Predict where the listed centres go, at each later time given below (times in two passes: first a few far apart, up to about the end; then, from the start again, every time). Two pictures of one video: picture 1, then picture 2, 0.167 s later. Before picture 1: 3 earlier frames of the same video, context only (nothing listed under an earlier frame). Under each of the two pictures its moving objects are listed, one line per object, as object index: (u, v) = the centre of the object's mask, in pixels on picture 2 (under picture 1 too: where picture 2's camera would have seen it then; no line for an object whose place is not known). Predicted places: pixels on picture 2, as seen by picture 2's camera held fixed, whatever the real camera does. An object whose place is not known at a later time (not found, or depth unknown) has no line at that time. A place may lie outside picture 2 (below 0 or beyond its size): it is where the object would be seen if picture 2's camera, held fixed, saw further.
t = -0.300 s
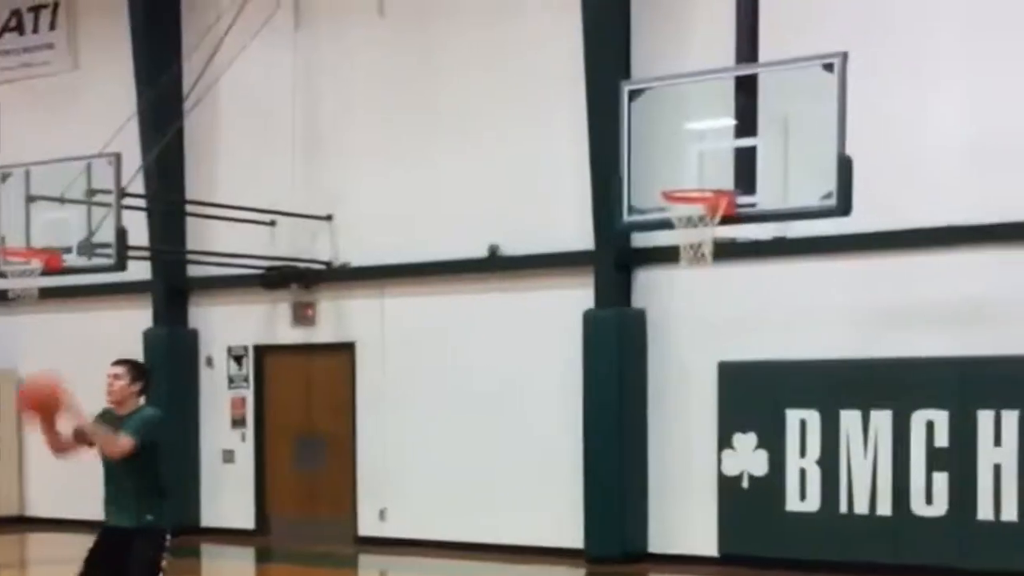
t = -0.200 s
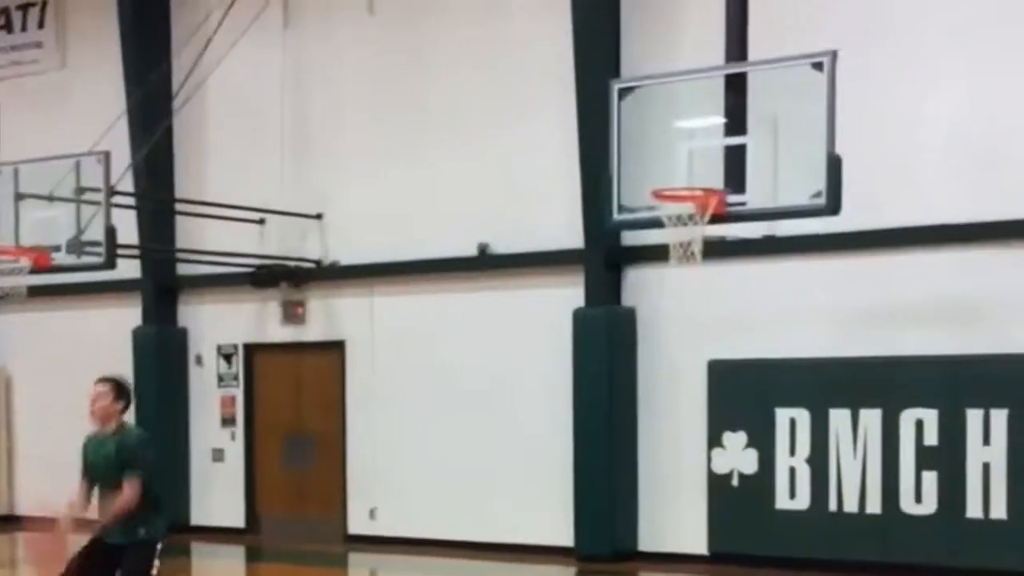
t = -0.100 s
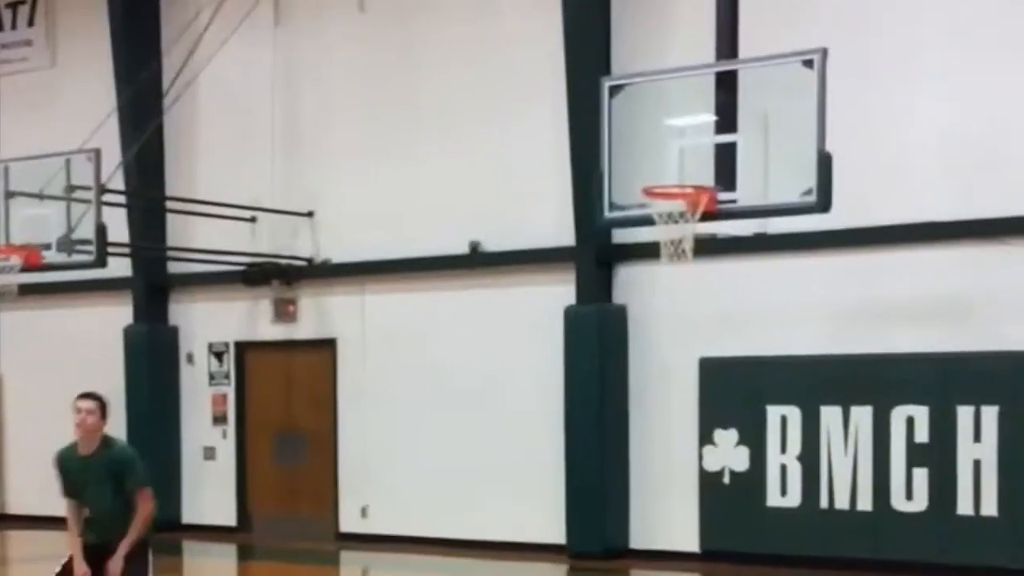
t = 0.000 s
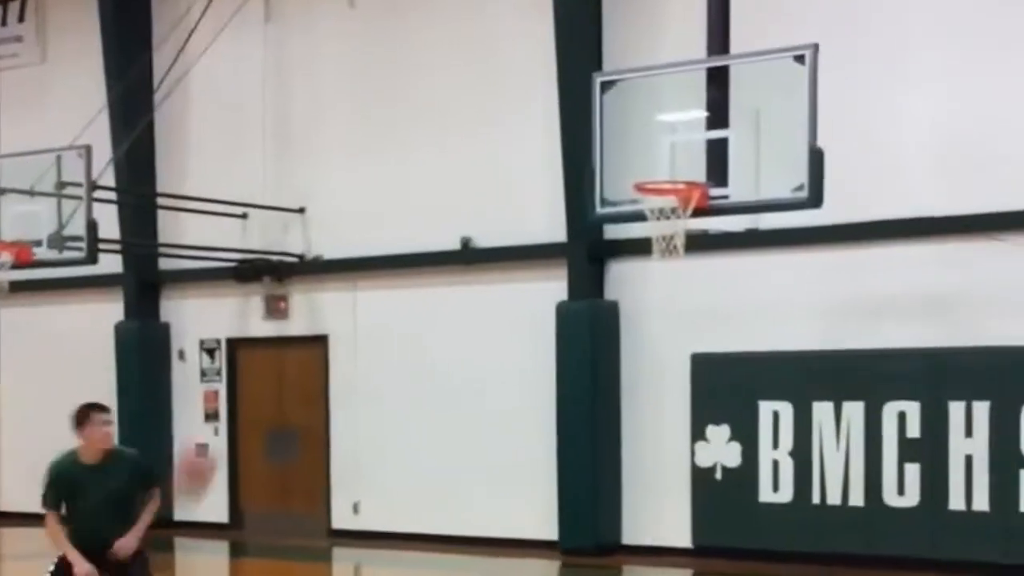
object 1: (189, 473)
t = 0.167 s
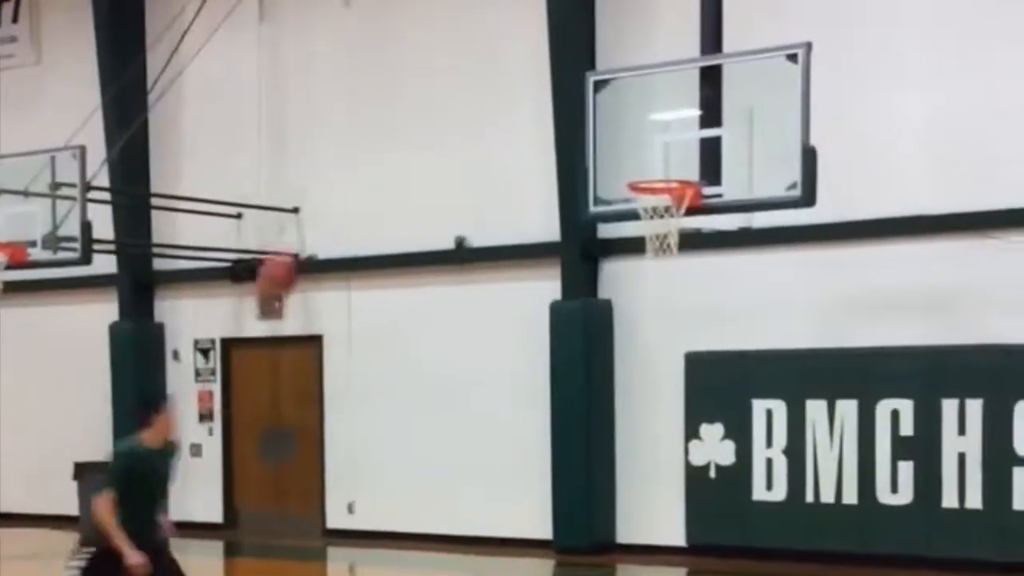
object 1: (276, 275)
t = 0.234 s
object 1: (316, 210)
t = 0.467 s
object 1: (429, 76)
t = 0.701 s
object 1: (528, 36)
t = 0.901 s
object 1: (604, 67)
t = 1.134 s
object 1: (609, 102)
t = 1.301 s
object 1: (569, 136)
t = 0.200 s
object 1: (300, 237)
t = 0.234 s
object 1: (316, 210)
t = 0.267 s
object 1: (332, 187)
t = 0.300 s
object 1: (350, 161)
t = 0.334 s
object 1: (366, 141)
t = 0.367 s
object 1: (382, 121)
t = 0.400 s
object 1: (398, 104)
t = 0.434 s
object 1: (414, 88)
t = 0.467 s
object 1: (429, 76)
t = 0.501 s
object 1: (444, 64)
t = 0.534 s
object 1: (458, 55)
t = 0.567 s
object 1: (473, 48)
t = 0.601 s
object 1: (488, 42)
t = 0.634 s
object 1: (501, 39)
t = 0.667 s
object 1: (515, 36)
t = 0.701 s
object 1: (528, 36)
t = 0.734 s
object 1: (542, 37)
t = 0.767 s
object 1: (554, 38)
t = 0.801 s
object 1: (566, 44)
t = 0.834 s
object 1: (578, 51)
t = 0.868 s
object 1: (591, 57)
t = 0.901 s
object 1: (604, 67)
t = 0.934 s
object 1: (616, 79)
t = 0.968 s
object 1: (628, 89)
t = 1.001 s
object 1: (637, 101)
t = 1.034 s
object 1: (631, 99)
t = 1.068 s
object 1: (623, 99)
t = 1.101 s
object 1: (616, 100)
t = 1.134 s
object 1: (609, 102)
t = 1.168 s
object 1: (602, 104)
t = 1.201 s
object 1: (593, 111)
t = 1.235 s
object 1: (585, 118)
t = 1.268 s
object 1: (576, 126)
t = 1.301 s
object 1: (569, 136)
